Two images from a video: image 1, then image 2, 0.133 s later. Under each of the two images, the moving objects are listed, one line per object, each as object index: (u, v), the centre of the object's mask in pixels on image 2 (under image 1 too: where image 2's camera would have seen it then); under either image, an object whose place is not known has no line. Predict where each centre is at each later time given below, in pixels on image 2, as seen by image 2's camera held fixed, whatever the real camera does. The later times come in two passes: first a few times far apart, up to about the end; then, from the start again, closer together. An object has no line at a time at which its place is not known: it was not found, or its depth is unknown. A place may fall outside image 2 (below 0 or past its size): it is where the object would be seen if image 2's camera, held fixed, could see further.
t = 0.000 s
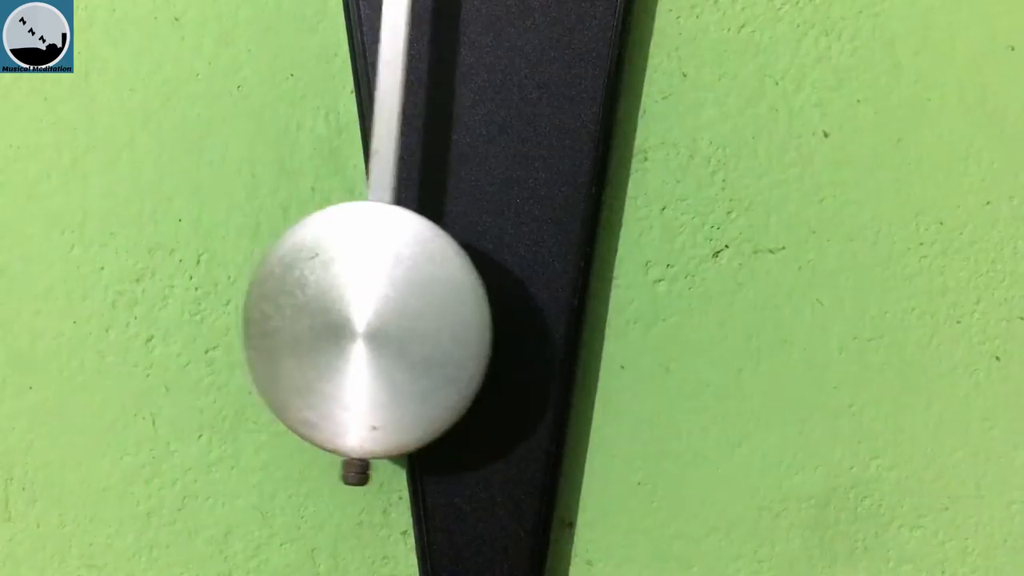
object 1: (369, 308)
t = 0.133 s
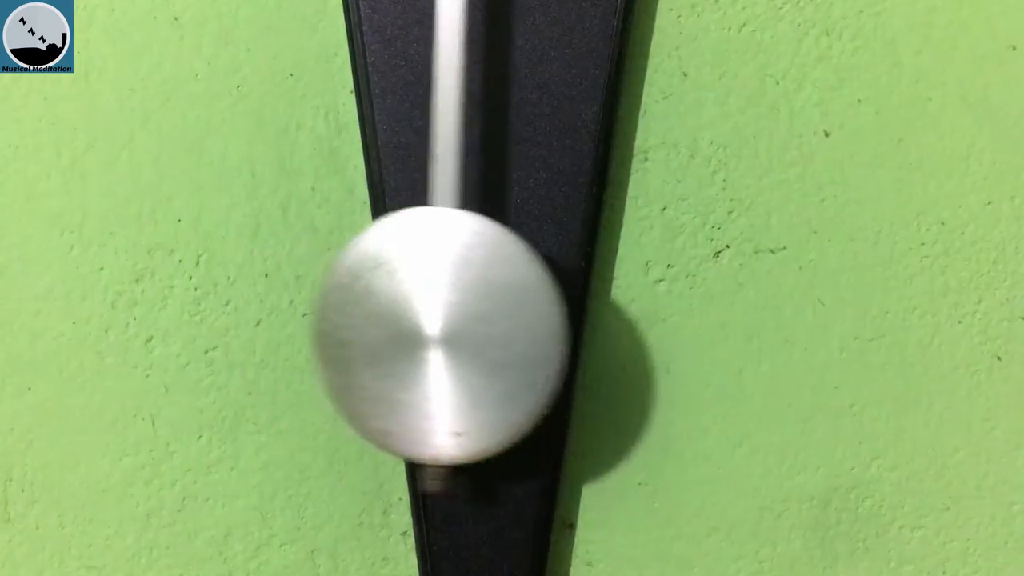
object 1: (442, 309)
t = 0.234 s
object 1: (516, 310)
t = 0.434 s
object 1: (639, 307)
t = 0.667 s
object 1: (603, 307)
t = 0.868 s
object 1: (462, 306)
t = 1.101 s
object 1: (360, 306)
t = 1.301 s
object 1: (439, 305)
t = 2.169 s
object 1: (381, 304)
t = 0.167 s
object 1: (466, 309)
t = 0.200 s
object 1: (491, 308)
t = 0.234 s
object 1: (516, 310)
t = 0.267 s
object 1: (541, 309)
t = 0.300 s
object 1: (566, 308)
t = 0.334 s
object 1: (589, 308)
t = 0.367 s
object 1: (609, 308)
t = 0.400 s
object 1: (626, 307)
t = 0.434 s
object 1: (639, 307)
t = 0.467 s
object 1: (647, 307)
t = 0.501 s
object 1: (651, 306)
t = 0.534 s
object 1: (650, 306)
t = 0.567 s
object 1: (645, 306)
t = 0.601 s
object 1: (635, 307)
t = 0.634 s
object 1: (621, 307)
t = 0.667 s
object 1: (603, 307)
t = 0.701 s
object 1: (583, 306)
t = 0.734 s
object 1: (560, 307)
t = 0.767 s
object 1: (535, 307)
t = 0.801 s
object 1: (511, 306)
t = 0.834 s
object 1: (486, 305)
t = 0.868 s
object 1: (462, 306)
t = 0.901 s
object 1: (438, 306)
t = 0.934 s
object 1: (416, 305)
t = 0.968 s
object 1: (396, 305)
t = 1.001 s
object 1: (381, 306)
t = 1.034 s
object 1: (369, 307)
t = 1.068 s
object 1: (362, 306)
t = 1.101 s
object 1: (360, 306)
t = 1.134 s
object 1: (362, 306)
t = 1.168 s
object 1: (370, 306)
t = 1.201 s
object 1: (381, 306)
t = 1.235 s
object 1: (398, 305)
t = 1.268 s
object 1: (417, 305)
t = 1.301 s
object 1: (439, 305)
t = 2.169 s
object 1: (381, 304)
